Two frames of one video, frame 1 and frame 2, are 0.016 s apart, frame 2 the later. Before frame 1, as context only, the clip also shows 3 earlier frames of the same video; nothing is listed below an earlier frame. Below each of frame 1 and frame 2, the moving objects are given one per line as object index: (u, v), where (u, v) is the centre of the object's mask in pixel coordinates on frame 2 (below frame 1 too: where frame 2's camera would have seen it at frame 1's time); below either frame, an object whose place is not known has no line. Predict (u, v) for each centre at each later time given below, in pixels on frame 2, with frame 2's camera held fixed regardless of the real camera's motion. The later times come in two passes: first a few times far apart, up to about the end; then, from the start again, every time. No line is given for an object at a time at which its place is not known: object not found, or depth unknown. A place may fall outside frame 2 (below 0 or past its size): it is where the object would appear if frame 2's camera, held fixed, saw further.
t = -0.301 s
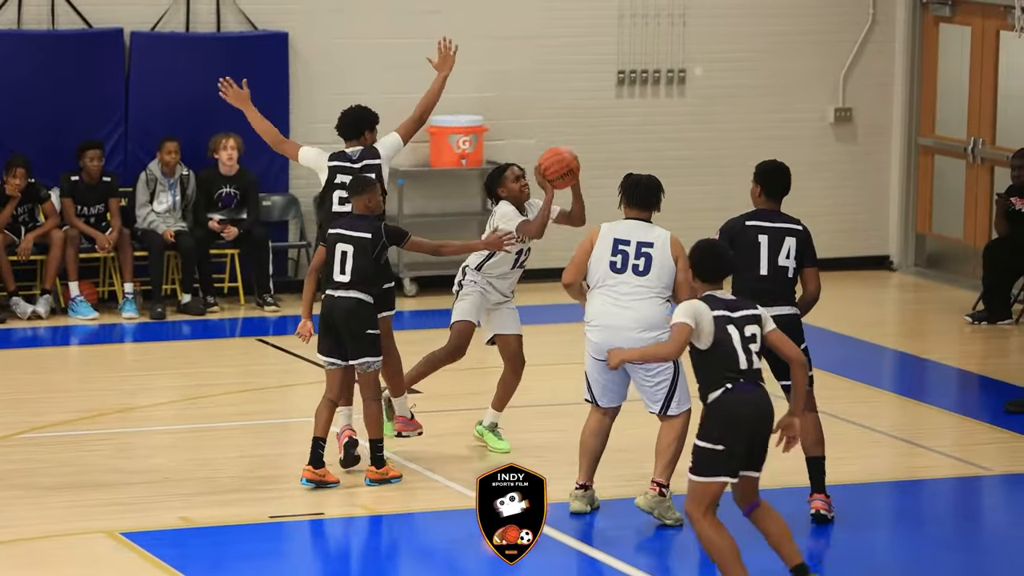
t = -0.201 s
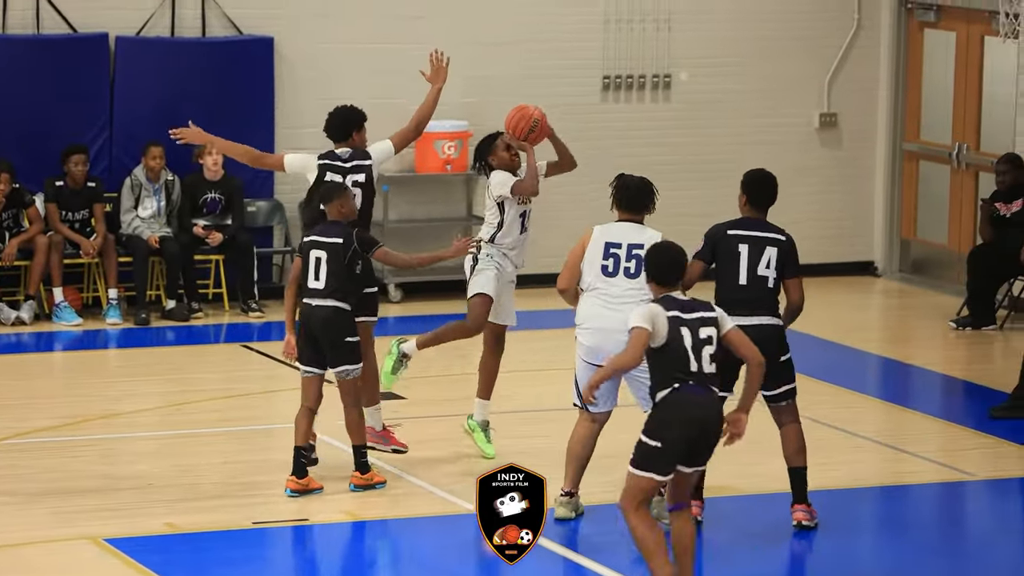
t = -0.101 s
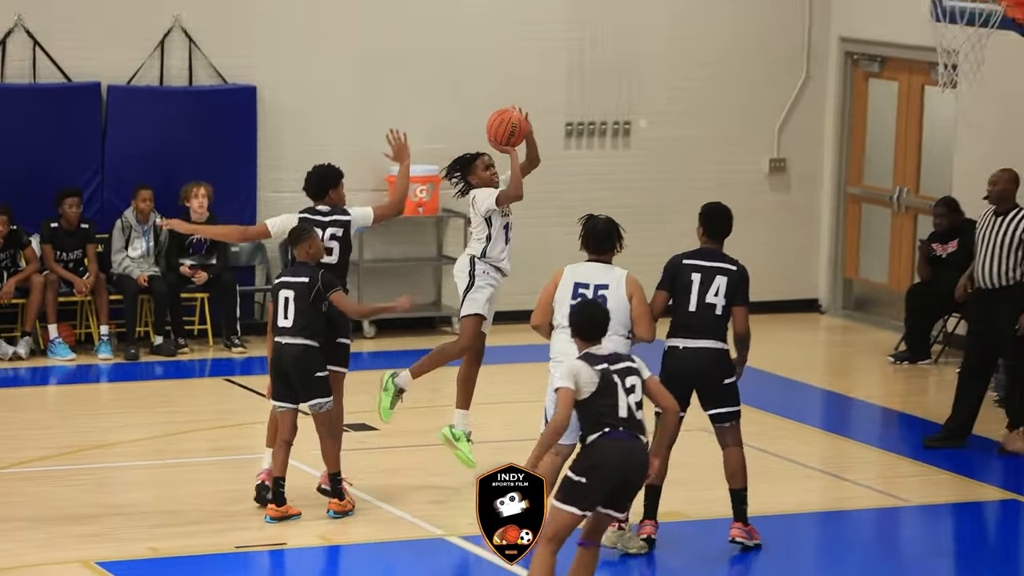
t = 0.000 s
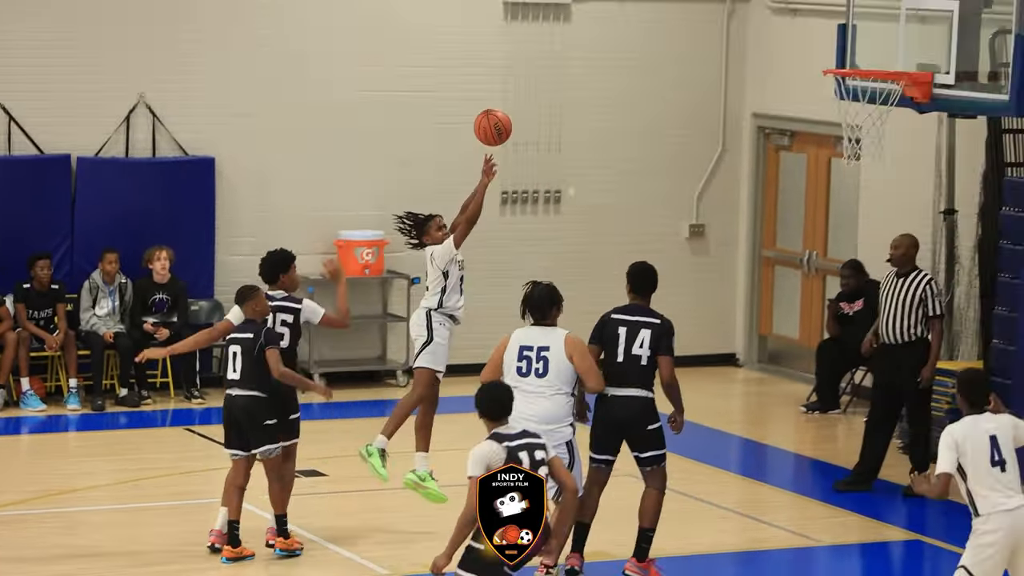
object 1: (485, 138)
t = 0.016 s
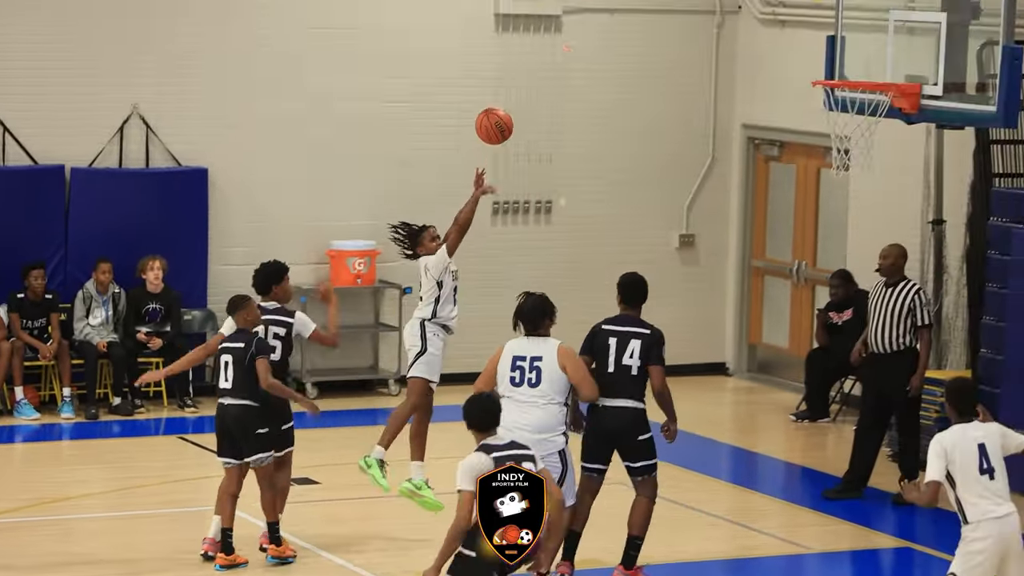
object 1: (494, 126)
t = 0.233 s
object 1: (621, 9)
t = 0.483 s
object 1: (776, -44)
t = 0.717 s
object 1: (834, -1)
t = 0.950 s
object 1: (825, 45)
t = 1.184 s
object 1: (842, 56)
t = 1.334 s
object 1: (852, 115)
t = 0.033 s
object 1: (503, 114)
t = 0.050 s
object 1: (513, 103)
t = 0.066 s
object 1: (523, 93)
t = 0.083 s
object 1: (532, 83)
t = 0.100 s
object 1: (542, 73)
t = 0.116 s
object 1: (551, 64)
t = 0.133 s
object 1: (561, 55)
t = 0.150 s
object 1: (571, 47)
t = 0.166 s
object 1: (581, 39)
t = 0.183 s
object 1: (592, 31)
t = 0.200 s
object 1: (601, 23)
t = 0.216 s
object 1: (611, 16)
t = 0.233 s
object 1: (621, 9)
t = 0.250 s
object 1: (631, 3)
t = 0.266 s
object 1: (641, -3)
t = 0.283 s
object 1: (652, -8)
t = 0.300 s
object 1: (662, -14)
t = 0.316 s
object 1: (672, -19)
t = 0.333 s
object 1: (681, -23)
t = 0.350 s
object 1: (692, -27)
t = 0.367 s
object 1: (702, -30)
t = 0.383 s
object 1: (712, -34)
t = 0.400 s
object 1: (723, -37)
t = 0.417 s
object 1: (734, -39)
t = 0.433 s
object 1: (744, -41)
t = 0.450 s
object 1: (755, -42)
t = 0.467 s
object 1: (765, -43)
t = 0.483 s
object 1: (776, -44)
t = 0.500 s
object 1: (787, -44)
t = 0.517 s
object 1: (797, -43)
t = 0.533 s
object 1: (808, -42)
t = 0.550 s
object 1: (818, -41)
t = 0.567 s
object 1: (829, -39)
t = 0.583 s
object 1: (840, -37)
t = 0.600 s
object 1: (848, -34)
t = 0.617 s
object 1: (846, -31)
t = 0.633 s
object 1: (844, -27)
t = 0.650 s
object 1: (842, -23)
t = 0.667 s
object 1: (840, -18)
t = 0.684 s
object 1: (838, -13)
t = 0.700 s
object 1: (836, -7)
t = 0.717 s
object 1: (834, -1)
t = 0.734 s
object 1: (832, 5)
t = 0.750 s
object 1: (830, 13)
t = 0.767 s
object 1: (827, 21)
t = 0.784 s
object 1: (825, 29)
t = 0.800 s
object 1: (823, 38)
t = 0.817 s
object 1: (821, 47)
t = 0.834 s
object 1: (819, 57)
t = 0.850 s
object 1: (816, 65)
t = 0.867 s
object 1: (817, 63)
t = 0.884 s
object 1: (819, 59)
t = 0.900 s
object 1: (820, 54)
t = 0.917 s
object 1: (822, 50)
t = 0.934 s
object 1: (823, 47)
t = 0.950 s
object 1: (825, 45)
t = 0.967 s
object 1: (826, 43)
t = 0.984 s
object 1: (827, 41)
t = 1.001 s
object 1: (829, 39)
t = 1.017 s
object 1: (830, 38)
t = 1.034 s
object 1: (831, 38)
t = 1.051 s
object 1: (832, 38)
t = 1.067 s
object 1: (834, 39)
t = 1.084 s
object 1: (835, 40)
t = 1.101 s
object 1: (836, 41)
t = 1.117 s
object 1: (837, 43)
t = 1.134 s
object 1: (839, 46)
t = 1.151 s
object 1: (840, 49)
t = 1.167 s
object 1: (841, 52)
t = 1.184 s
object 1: (842, 56)
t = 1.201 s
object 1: (843, 61)
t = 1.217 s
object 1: (845, 66)
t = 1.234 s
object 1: (846, 71)
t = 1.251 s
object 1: (847, 77)
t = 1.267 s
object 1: (848, 83)
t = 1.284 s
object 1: (849, 91)
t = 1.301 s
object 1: (850, 98)
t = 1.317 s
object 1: (851, 106)
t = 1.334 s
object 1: (852, 115)
